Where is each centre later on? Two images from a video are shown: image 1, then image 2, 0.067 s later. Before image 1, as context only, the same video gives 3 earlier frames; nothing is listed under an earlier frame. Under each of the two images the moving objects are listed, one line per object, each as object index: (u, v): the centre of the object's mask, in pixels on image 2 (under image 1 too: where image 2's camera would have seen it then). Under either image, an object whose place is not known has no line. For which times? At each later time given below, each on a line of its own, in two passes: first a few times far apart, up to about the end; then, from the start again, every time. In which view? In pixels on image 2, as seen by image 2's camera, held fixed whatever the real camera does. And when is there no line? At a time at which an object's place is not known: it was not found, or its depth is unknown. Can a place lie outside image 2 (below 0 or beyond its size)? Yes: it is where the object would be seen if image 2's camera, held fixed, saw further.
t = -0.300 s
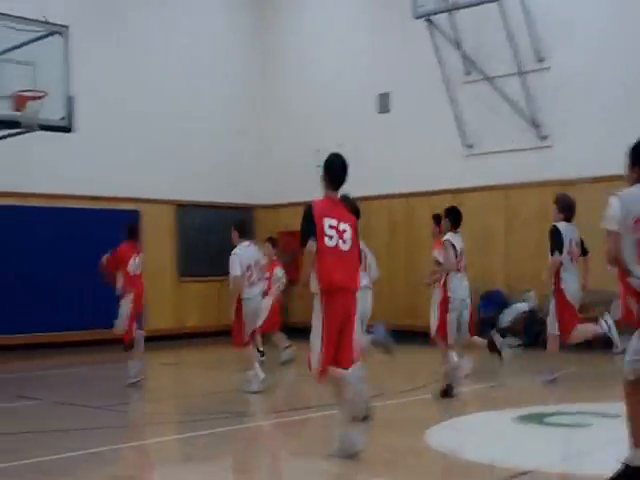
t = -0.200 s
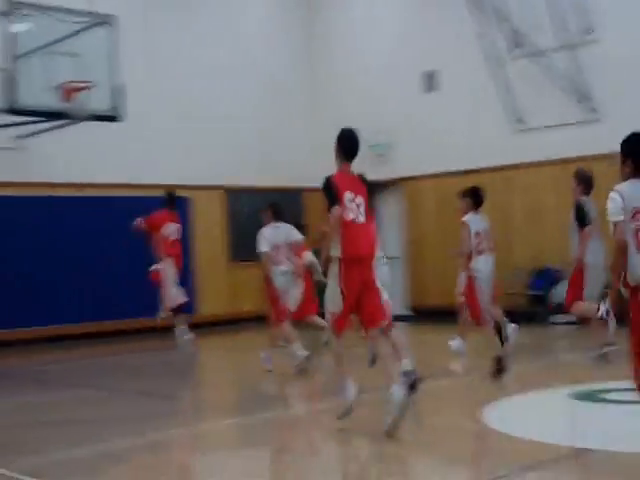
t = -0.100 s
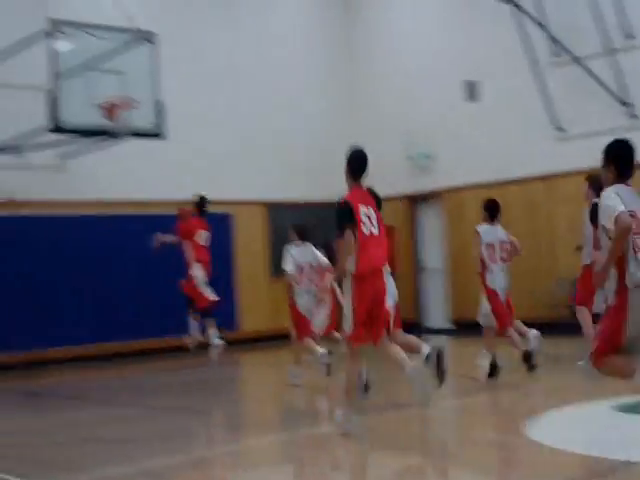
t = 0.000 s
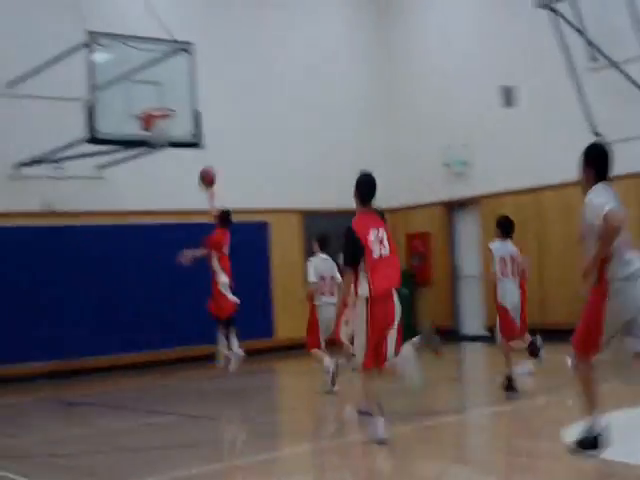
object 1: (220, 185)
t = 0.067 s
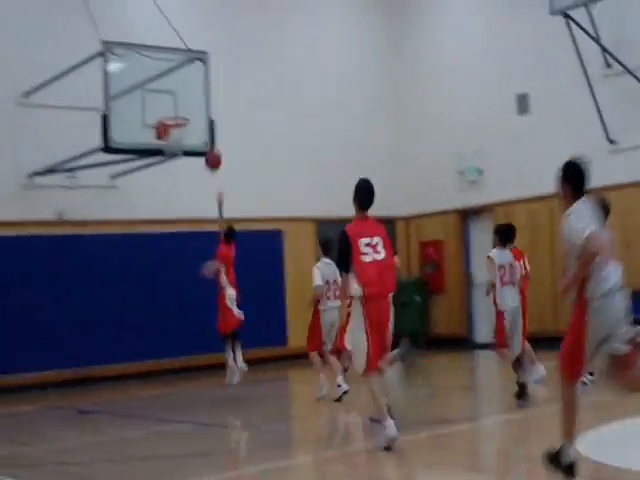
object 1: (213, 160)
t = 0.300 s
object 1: (187, 104)
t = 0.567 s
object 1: (163, 101)
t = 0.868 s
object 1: (180, 125)
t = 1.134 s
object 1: (175, 160)
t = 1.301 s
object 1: (168, 198)
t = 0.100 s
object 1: (209, 148)
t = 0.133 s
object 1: (206, 138)
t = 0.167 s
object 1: (201, 129)
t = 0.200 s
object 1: (197, 121)
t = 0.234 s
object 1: (194, 114)
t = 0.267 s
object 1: (191, 108)
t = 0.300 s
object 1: (187, 104)
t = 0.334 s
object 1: (184, 100)
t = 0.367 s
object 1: (181, 97)
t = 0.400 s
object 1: (177, 95)
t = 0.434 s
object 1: (174, 95)
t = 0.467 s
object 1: (172, 95)
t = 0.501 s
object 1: (168, 96)
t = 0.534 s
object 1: (166, 98)
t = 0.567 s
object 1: (163, 101)
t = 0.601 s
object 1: (160, 104)
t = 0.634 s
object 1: (161, 105)
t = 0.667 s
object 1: (163, 106)
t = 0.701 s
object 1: (166, 109)
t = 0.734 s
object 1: (168, 111)
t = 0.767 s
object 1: (170, 116)
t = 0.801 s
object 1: (173, 119)
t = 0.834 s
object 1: (176, 121)
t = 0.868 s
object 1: (180, 125)
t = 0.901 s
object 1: (182, 129)
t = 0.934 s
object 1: (182, 133)
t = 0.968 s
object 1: (181, 135)
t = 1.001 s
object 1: (179, 141)
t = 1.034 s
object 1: (178, 142)
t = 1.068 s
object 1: (177, 147)
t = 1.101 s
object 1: (177, 156)
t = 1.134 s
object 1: (175, 160)
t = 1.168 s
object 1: (173, 163)
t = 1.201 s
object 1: (172, 171)
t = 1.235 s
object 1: (170, 178)
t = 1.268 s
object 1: (169, 187)
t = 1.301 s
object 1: (168, 198)
